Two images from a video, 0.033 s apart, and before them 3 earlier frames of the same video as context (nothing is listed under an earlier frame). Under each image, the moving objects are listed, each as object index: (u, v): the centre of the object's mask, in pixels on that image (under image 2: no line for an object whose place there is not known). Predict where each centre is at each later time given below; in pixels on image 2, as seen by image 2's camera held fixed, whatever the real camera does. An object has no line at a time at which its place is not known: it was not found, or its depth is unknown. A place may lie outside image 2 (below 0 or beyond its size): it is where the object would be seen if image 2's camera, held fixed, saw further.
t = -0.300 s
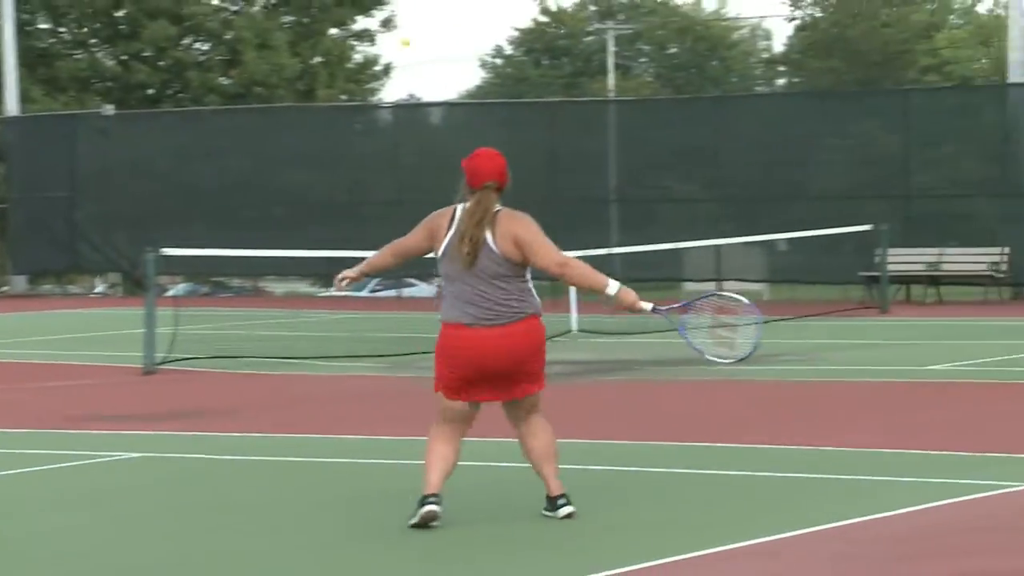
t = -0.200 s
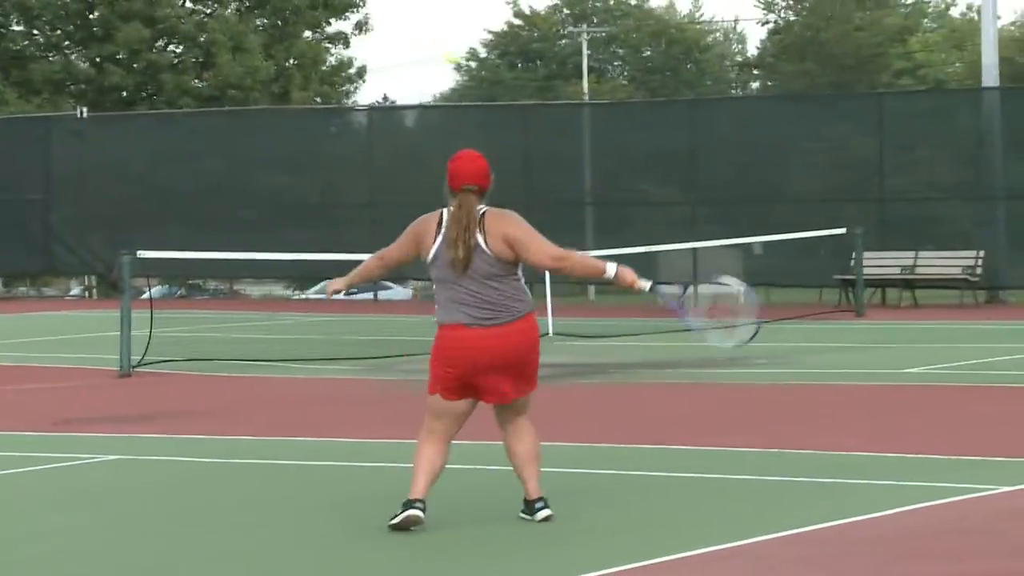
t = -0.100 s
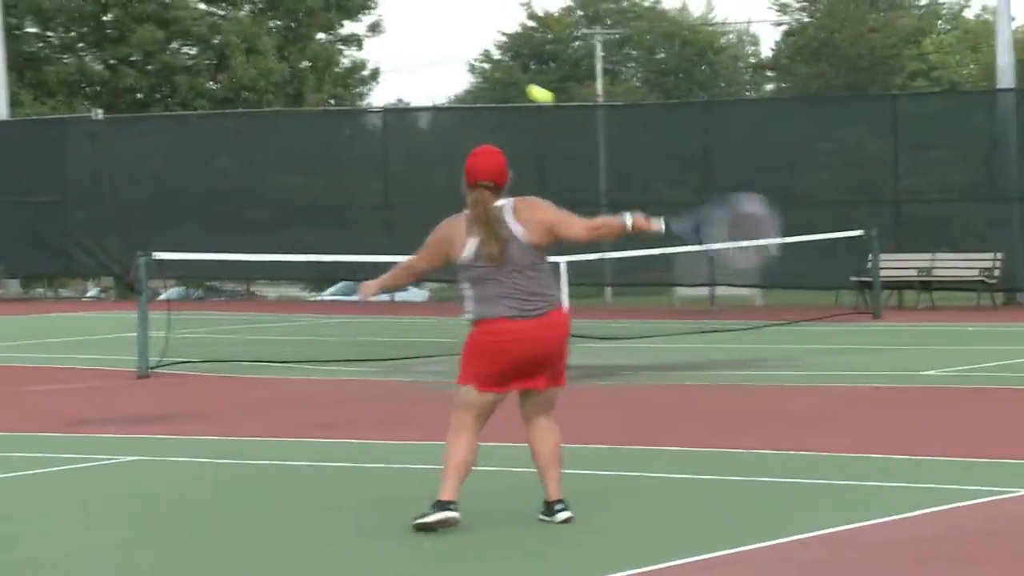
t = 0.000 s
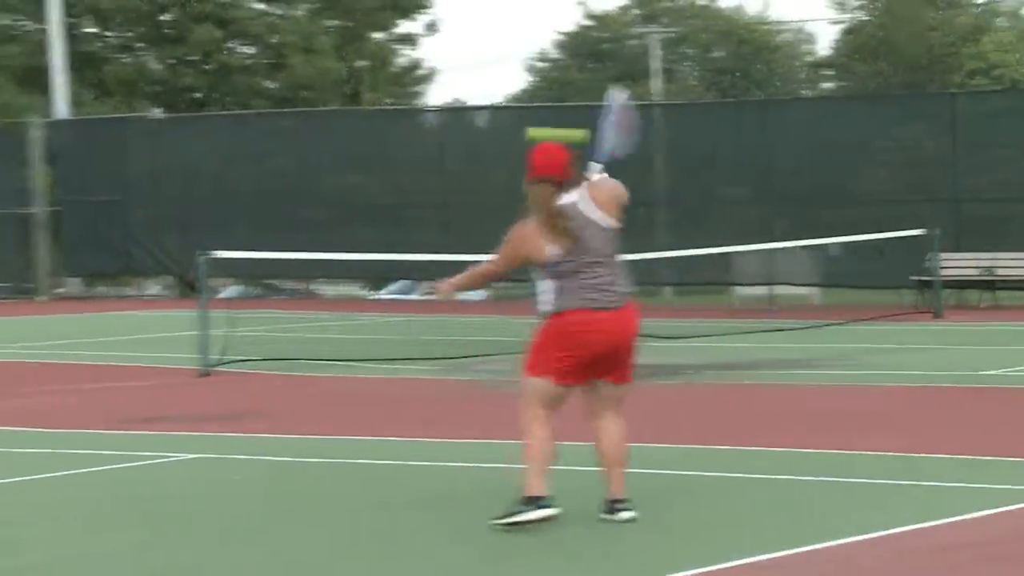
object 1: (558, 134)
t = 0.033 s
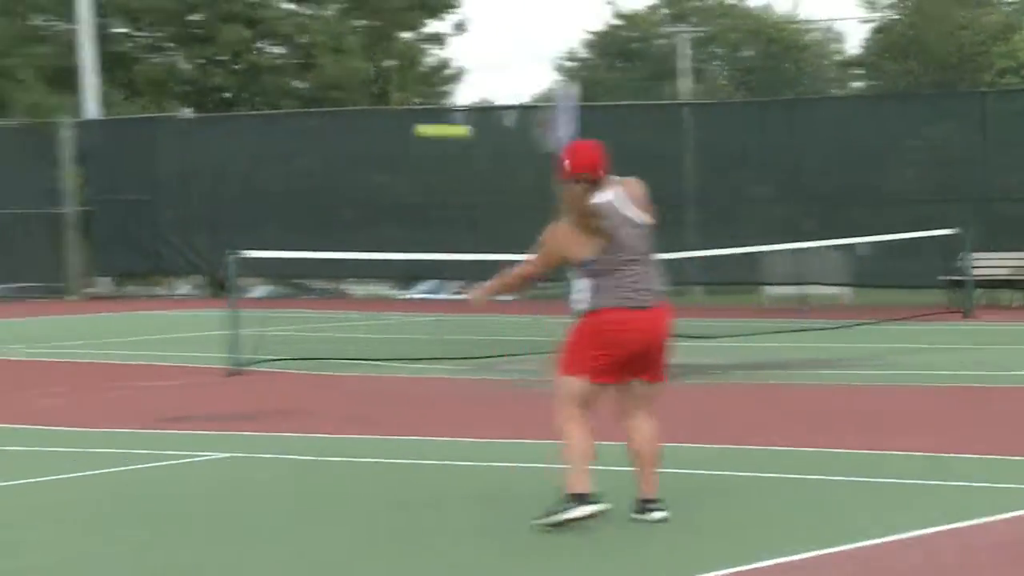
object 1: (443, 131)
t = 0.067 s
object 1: (309, 131)
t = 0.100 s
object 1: (181, 132)
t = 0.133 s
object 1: (59, 136)
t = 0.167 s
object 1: (-59, 141)
